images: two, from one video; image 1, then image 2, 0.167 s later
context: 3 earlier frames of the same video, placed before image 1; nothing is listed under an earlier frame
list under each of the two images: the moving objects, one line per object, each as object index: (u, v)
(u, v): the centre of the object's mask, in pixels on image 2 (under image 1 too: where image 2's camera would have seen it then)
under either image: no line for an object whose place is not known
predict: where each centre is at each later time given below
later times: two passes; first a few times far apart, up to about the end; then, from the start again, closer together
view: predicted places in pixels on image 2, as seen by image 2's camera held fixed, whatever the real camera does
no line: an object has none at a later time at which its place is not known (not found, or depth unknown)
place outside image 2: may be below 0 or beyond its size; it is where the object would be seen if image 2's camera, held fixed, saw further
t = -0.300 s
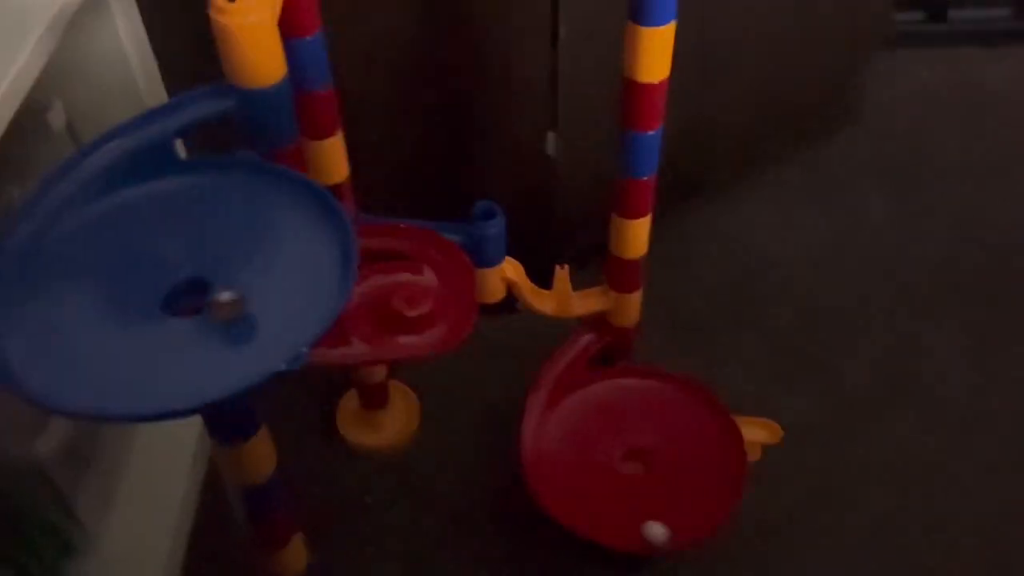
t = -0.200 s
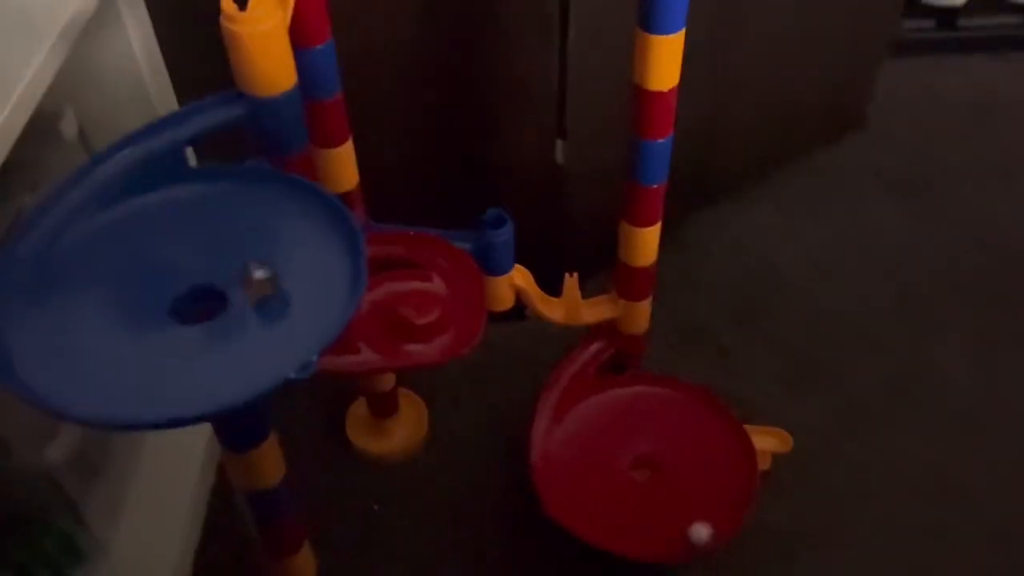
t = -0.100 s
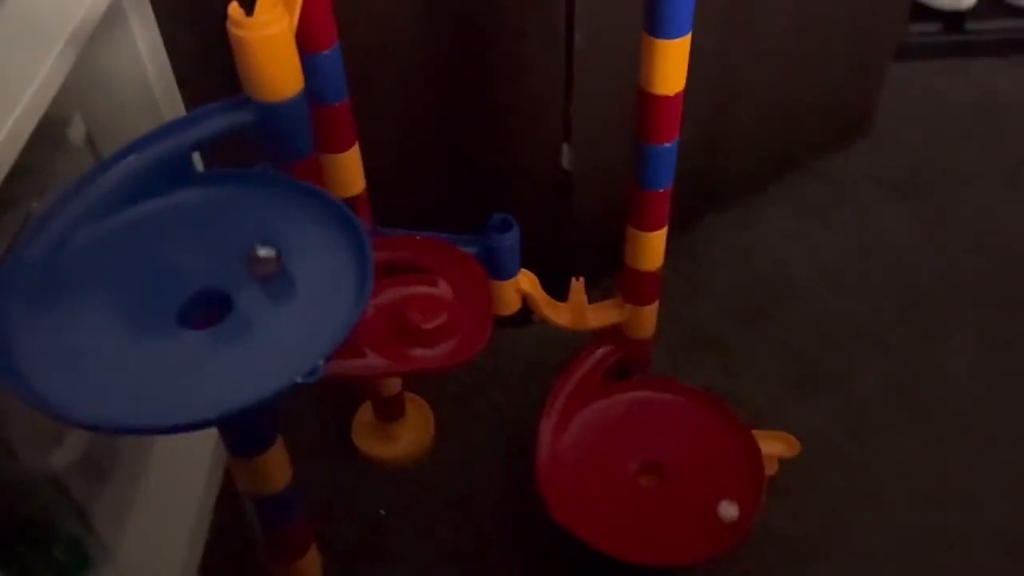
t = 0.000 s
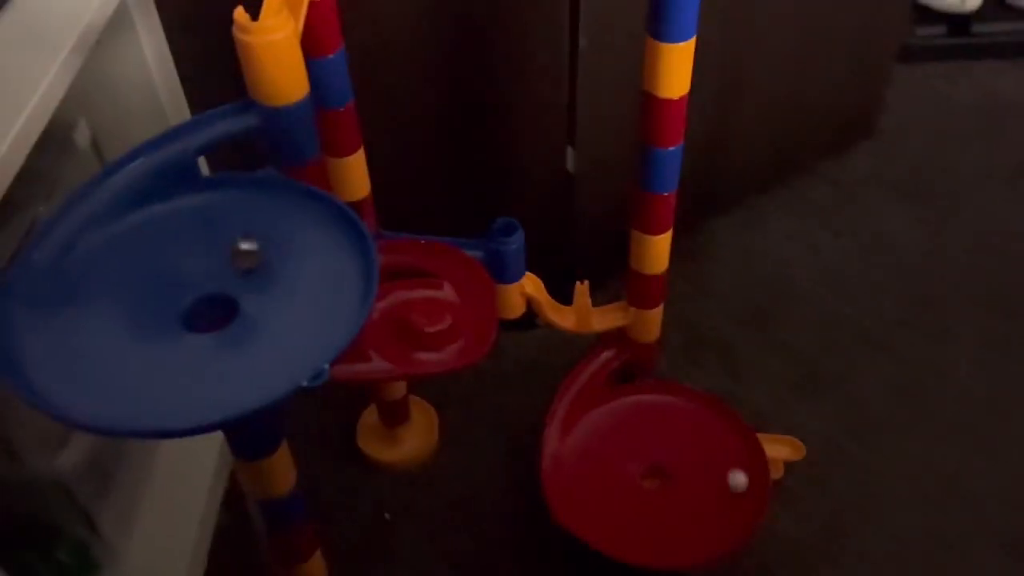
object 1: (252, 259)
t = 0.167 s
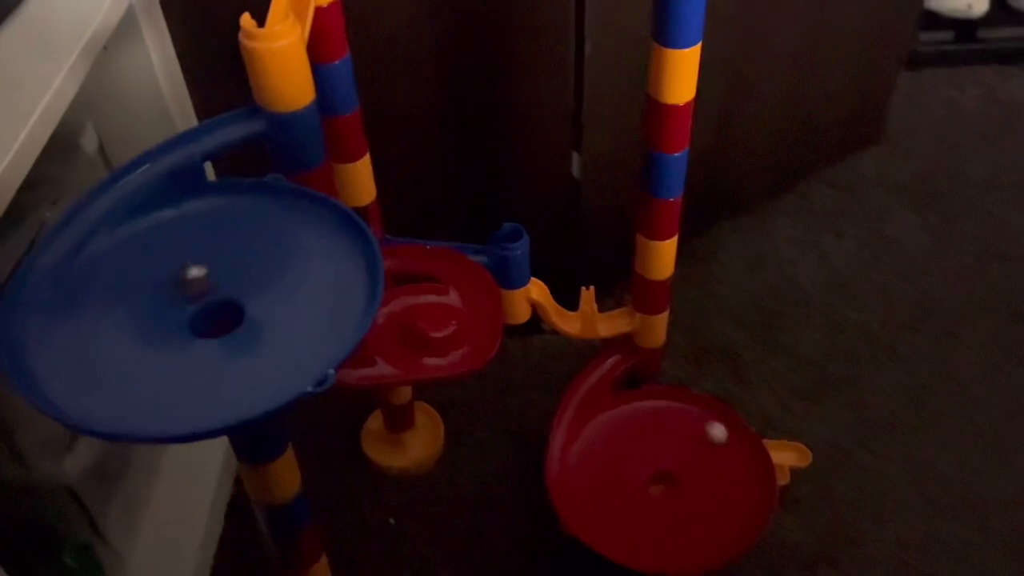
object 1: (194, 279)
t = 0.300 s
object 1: (170, 322)
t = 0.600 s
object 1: (251, 325)
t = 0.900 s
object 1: (233, 265)
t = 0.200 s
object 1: (185, 288)
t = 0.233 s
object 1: (178, 302)
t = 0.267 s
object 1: (171, 314)
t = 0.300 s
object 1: (170, 322)
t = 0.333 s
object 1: (171, 331)
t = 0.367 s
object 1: (178, 341)
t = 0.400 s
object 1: (186, 346)
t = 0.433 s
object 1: (196, 347)
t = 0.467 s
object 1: (206, 346)
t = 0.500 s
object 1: (219, 344)
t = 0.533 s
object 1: (231, 339)
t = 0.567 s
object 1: (240, 334)
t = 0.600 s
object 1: (251, 325)
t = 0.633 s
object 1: (260, 317)
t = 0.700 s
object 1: (266, 297)
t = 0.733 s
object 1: (266, 288)
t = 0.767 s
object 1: (265, 281)
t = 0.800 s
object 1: (258, 273)
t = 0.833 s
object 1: (249, 266)
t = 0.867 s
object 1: (242, 265)
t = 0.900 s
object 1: (233, 265)
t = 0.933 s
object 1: (221, 266)
